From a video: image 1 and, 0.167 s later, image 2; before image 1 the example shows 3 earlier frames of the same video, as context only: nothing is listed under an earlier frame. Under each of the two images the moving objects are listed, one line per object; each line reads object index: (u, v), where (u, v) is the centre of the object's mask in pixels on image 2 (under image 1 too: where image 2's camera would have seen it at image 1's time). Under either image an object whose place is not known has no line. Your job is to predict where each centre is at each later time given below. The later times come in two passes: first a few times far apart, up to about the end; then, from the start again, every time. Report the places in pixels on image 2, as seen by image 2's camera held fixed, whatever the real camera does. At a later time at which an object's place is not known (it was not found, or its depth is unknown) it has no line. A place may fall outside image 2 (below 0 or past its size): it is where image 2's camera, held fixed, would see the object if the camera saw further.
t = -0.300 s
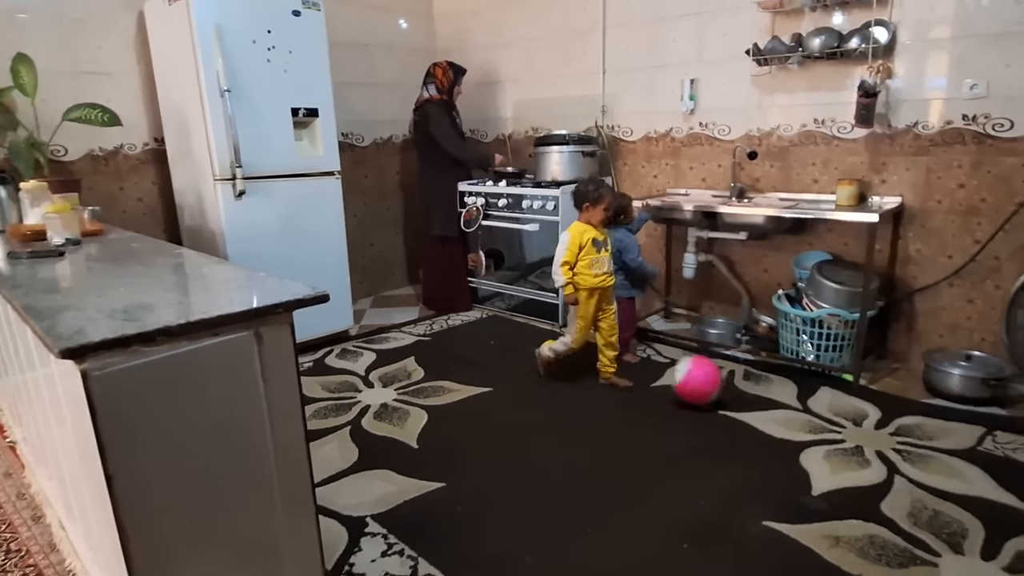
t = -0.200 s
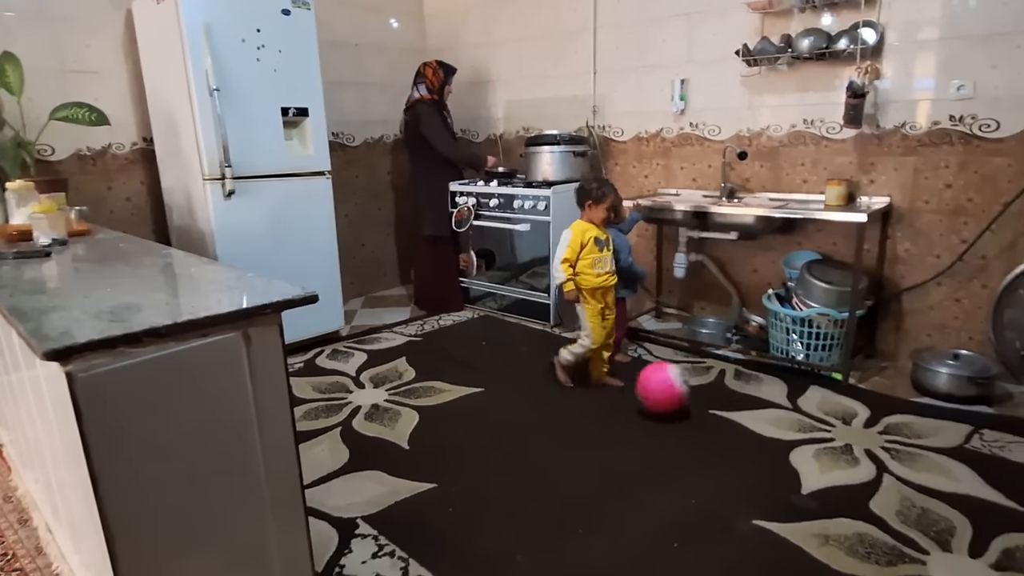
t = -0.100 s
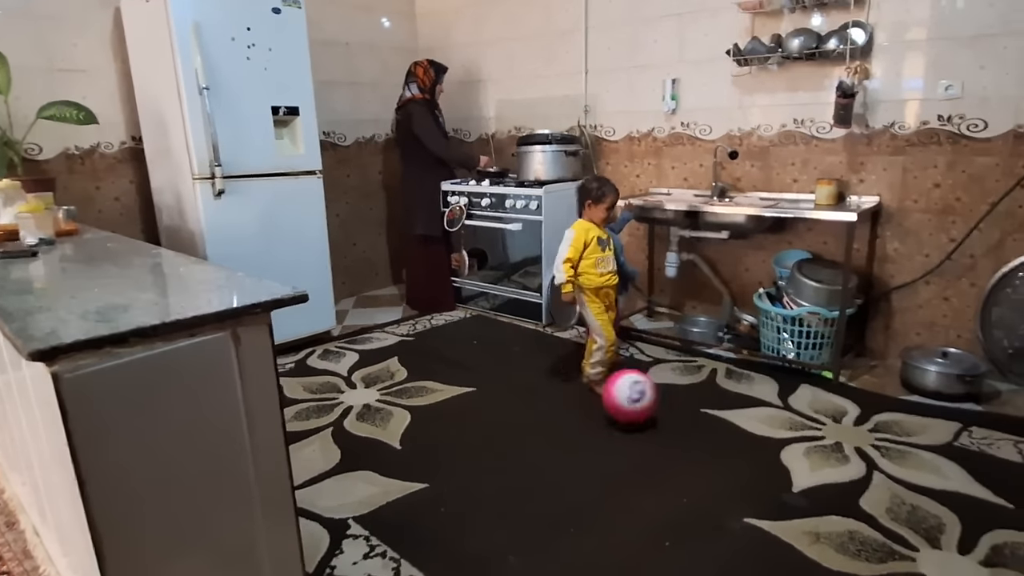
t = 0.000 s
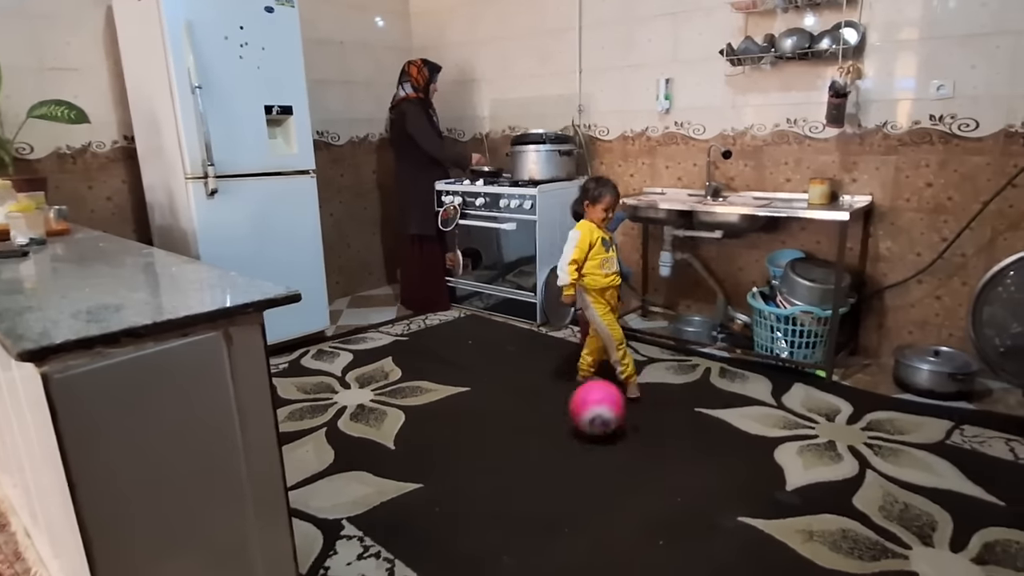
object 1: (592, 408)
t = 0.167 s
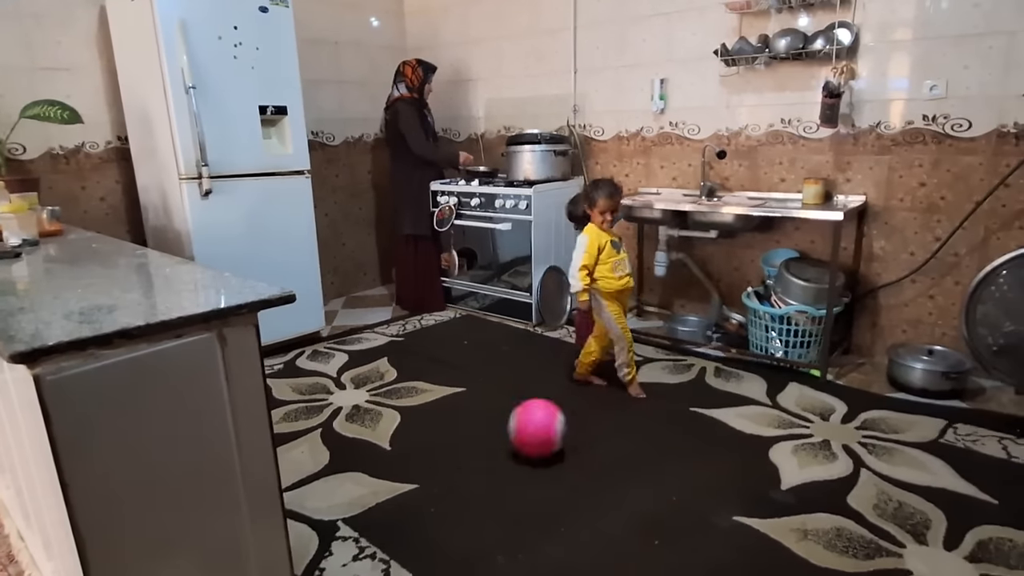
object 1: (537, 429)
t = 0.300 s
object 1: (493, 441)
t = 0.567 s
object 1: (394, 469)
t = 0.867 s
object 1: (291, 495)
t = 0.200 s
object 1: (526, 430)
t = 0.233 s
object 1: (515, 434)
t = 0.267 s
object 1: (505, 439)
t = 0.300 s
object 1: (493, 441)
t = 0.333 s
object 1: (482, 444)
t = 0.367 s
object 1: (472, 447)
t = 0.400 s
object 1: (461, 452)
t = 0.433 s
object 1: (449, 455)
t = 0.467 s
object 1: (436, 457)
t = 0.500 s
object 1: (423, 462)
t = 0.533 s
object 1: (408, 464)
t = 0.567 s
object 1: (394, 469)
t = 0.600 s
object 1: (379, 473)
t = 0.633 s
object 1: (364, 479)
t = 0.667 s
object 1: (350, 482)
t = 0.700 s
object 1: (336, 486)
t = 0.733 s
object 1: (321, 489)
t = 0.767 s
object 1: (311, 491)
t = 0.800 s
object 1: (304, 493)
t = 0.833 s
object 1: (297, 496)
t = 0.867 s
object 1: (291, 495)
